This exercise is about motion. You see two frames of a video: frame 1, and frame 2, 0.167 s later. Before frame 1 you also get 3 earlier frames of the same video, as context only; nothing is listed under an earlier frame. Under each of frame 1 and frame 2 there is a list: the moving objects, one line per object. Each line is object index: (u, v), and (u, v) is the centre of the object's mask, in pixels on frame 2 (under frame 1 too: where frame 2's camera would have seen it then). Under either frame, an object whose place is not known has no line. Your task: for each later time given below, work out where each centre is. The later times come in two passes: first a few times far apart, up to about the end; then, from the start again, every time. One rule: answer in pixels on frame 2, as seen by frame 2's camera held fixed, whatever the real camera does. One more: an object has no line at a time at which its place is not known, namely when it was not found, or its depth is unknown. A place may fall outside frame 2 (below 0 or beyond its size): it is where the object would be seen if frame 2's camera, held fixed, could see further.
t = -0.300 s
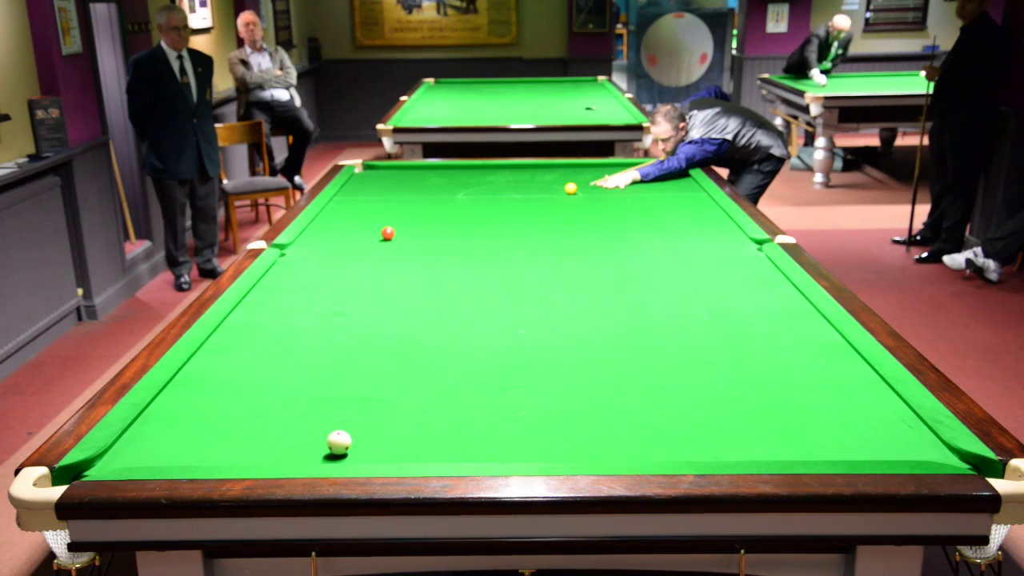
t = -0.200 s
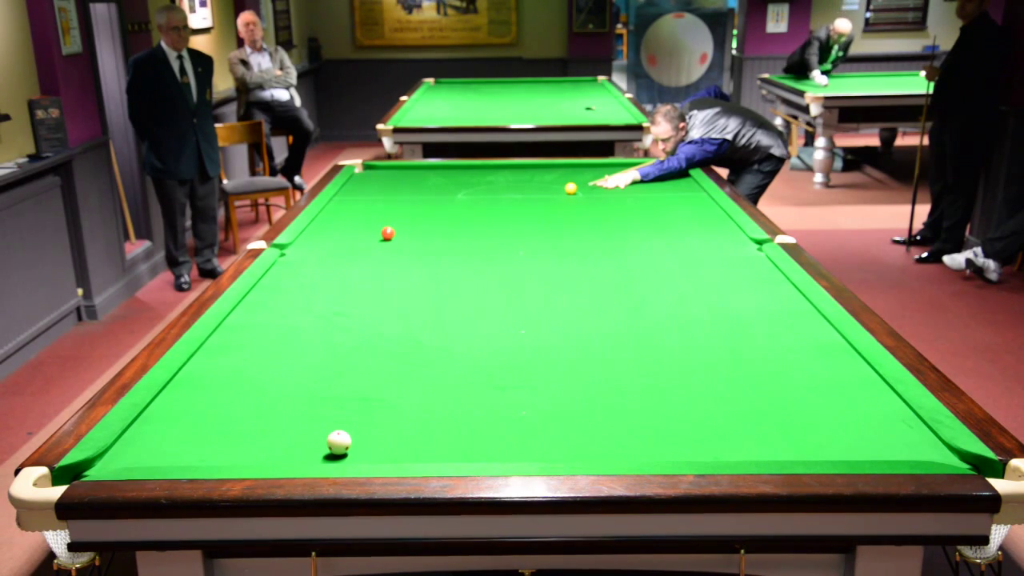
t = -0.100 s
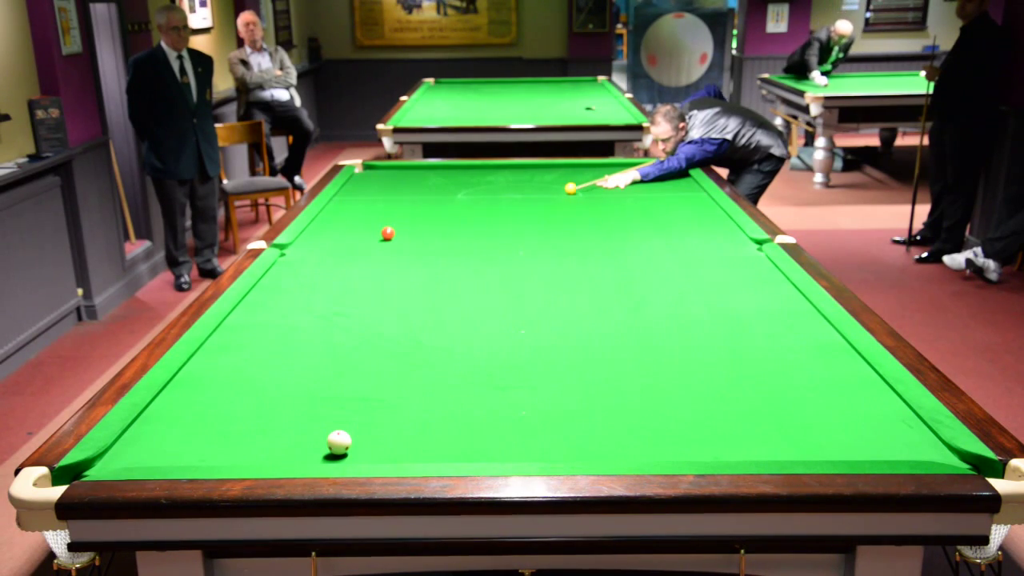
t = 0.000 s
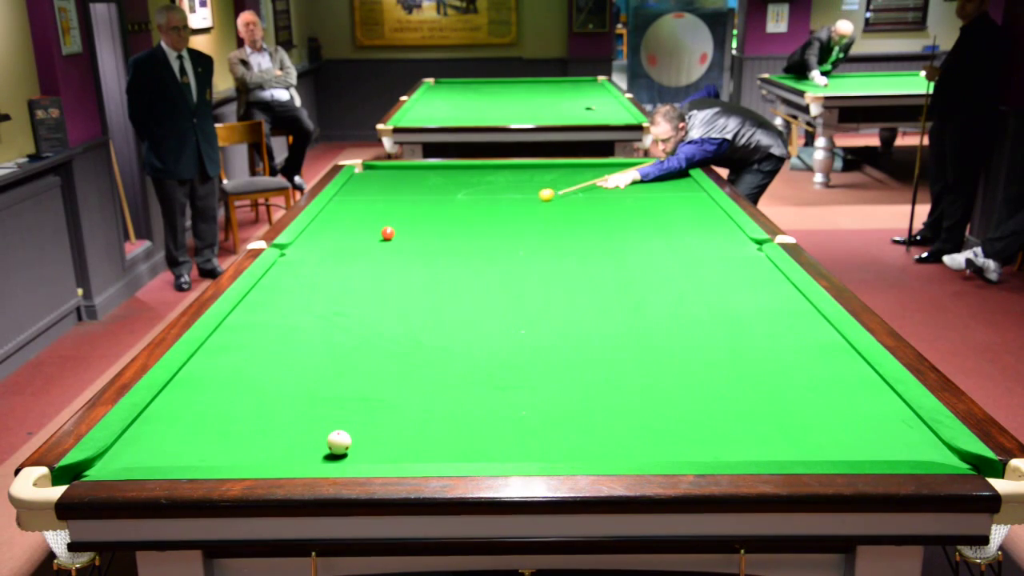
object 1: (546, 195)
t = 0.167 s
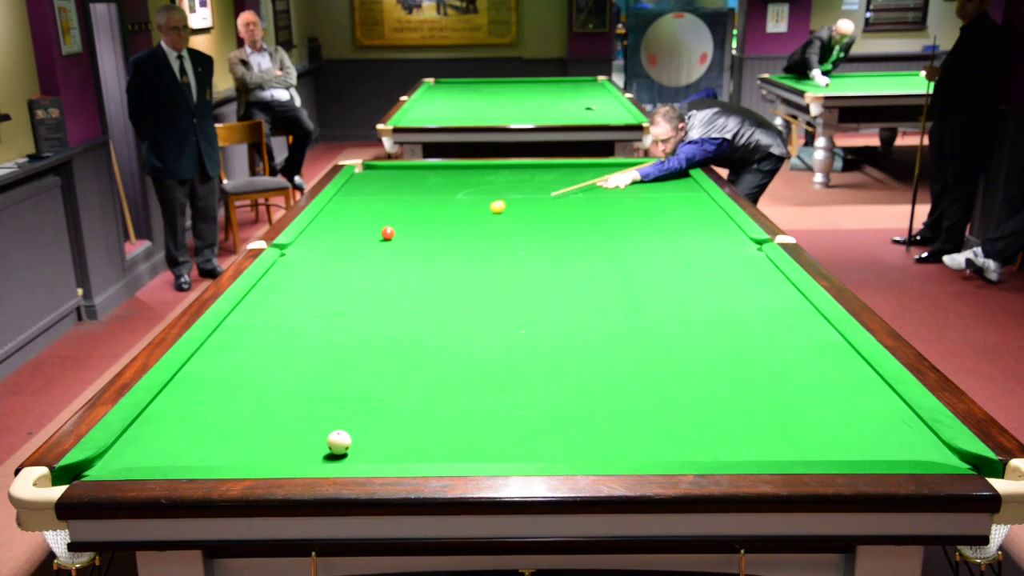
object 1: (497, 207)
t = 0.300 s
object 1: (461, 216)
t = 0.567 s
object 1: (400, 232)
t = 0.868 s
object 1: (395, 242)
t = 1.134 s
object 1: (385, 252)
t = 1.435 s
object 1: (374, 263)
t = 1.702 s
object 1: (363, 273)
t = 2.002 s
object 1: (352, 284)
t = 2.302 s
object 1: (340, 296)
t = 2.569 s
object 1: (329, 307)
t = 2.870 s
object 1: (318, 319)
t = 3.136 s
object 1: (306, 330)
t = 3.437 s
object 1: (295, 341)
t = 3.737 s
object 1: (283, 353)
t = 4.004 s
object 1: (273, 363)
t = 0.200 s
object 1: (488, 209)
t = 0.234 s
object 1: (478, 212)
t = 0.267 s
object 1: (470, 214)
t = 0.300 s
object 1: (461, 216)
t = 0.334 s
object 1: (452, 218)
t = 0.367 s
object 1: (444, 220)
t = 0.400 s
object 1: (435, 223)
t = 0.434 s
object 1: (427, 225)
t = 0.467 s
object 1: (418, 227)
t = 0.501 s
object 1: (409, 229)
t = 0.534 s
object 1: (401, 231)
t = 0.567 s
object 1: (400, 232)
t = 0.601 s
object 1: (401, 233)
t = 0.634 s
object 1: (401, 234)
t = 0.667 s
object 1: (401, 235)
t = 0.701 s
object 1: (401, 236)
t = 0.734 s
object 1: (399, 238)
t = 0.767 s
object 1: (398, 239)
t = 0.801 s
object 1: (397, 240)
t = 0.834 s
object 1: (396, 241)
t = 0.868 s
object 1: (395, 242)
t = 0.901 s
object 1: (394, 243)
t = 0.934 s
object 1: (392, 244)
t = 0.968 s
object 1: (391, 246)
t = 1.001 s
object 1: (390, 247)
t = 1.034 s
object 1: (389, 248)
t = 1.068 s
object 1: (388, 249)
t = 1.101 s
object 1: (386, 251)
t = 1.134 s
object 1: (385, 252)
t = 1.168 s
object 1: (384, 253)
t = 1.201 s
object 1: (383, 254)
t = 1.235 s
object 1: (381, 255)
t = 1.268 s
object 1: (380, 256)
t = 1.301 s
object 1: (378, 258)
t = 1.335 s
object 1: (377, 259)
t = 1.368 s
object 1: (376, 260)
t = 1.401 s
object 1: (375, 262)
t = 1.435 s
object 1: (374, 263)
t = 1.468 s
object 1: (372, 264)
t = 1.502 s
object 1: (371, 265)
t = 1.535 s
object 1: (370, 266)
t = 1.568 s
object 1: (368, 268)
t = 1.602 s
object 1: (367, 269)
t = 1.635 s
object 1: (366, 270)
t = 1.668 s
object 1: (365, 272)
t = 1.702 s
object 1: (363, 273)
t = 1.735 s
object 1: (362, 274)
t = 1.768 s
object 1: (361, 275)
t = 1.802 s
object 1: (360, 277)
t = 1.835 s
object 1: (358, 278)
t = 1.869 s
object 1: (357, 279)
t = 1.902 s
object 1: (356, 281)
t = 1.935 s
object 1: (354, 282)
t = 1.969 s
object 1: (353, 283)
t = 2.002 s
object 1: (352, 284)
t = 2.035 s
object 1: (350, 286)
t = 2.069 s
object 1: (349, 287)
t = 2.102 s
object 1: (348, 288)
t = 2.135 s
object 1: (346, 289)
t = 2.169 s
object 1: (345, 291)
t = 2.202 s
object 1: (344, 292)
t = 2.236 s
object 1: (342, 294)
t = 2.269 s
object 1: (341, 295)
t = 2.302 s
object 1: (340, 296)
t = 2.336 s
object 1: (338, 298)
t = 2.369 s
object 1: (337, 299)
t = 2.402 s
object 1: (336, 300)
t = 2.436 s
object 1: (335, 301)
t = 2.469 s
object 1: (333, 303)
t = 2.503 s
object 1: (332, 304)
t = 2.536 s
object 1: (331, 306)
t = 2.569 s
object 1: (329, 307)
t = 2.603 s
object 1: (328, 308)
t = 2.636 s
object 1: (327, 310)
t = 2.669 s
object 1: (325, 311)
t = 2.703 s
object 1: (324, 312)
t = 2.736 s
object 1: (323, 313)
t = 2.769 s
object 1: (321, 315)
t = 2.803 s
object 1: (320, 316)
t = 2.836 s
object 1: (319, 317)
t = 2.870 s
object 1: (318, 319)
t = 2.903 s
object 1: (316, 320)
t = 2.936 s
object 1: (315, 321)
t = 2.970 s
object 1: (313, 323)
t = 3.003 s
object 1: (312, 324)
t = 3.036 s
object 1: (311, 326)
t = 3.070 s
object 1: (309, 327)
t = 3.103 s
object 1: (308, 328)
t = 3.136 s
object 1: (306, 330)
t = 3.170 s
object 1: (305, 331)
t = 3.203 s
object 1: (304, 332)
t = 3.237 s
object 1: (303, 334)
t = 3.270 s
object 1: (301, 335)
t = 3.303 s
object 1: (300, 336)
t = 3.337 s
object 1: (299, 338)
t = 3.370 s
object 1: (297, 339)
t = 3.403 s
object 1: (296, 340)
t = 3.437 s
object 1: (295, 341)
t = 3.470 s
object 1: (294, 343)
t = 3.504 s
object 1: (292, 344)
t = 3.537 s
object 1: (291, 345)
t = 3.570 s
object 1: (290, 347)
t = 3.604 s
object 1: (288, 348)
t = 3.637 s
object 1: (287, 349)
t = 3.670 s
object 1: (286, 350)
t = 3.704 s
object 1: (284, 352)
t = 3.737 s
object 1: (283, 353)
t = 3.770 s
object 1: (282, 354)
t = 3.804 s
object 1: (281, 356)
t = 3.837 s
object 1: (279, 357)
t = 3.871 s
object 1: (278, 358)
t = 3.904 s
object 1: (277, 360)
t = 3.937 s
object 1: (276, 361)
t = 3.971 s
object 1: (274, 362)
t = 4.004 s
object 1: (273, 363)
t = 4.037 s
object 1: (272, 365)
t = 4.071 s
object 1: (271, 366)
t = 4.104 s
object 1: (269, 367)
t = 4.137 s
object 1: (268, 368)
